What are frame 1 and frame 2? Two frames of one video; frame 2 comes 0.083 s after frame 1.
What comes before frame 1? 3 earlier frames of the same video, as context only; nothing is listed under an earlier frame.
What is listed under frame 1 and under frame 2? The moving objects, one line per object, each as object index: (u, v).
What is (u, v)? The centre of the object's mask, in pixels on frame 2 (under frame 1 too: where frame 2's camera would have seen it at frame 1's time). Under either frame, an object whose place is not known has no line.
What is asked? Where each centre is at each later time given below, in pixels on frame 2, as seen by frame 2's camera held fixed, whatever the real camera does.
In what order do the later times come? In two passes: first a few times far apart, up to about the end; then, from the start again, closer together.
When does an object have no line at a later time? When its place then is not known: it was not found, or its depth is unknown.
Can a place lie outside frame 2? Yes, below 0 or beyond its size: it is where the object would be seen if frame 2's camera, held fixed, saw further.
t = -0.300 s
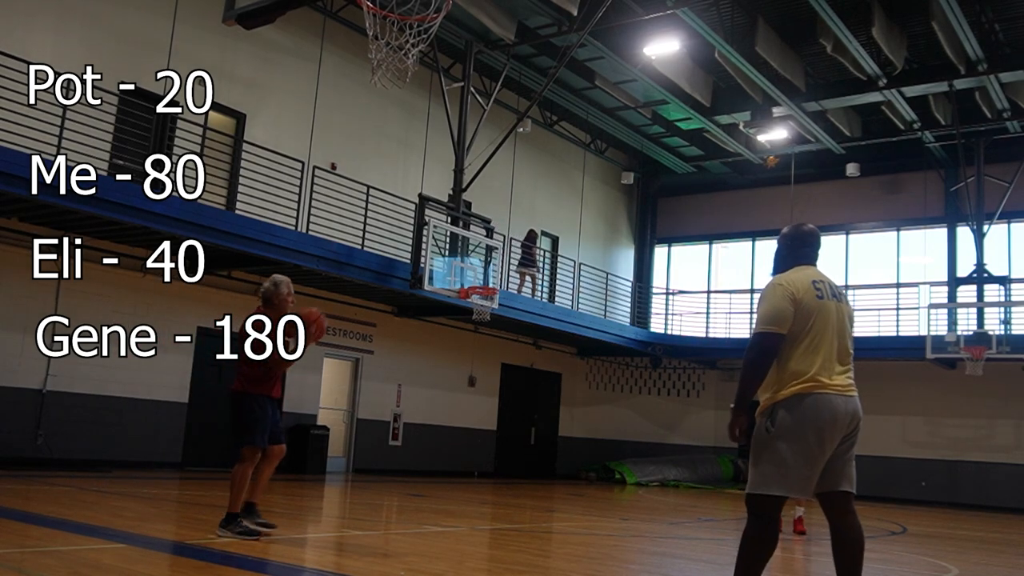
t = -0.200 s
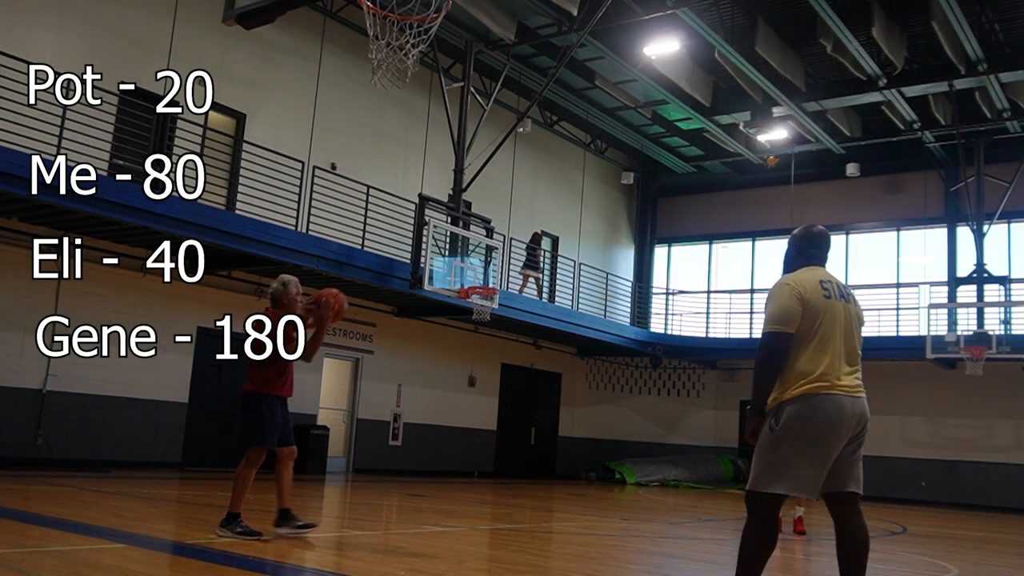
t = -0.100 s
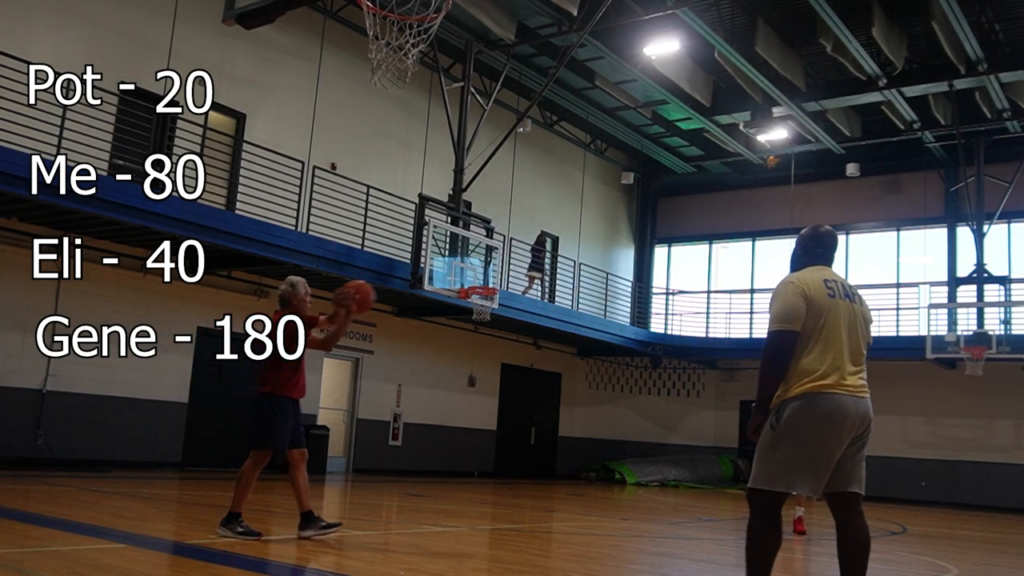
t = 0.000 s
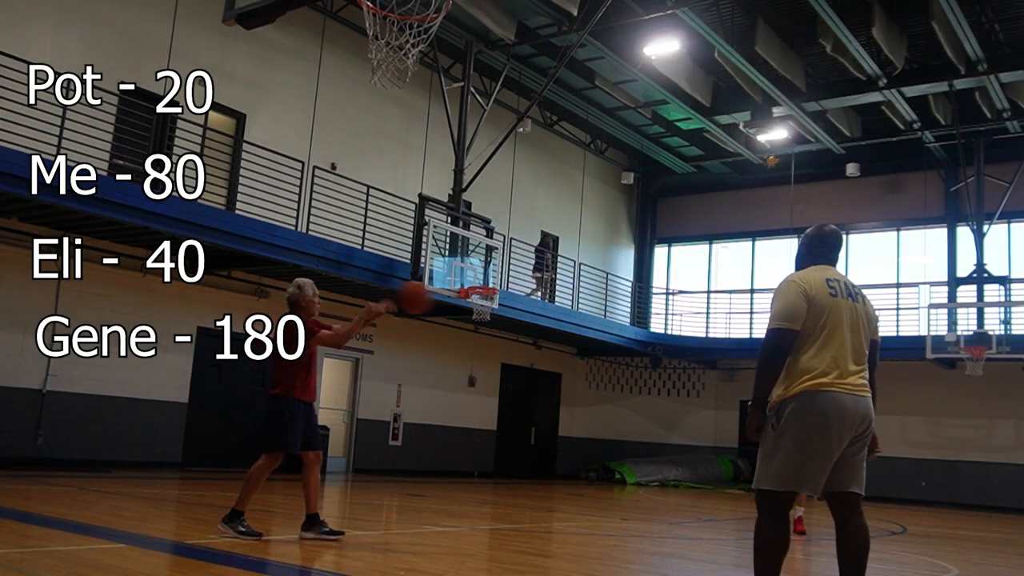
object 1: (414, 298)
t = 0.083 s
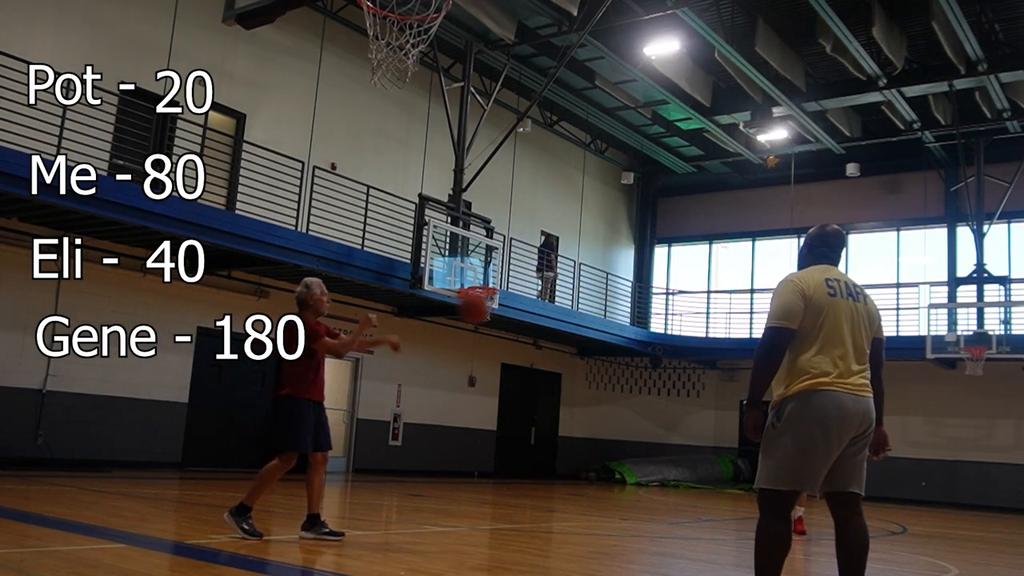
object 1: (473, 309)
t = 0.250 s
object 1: (577, 349)
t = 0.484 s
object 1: (695, 451)
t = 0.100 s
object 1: (485, 312)
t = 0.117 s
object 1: (497, 315)
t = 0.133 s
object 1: (507, 319)
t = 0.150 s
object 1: (518, 322)
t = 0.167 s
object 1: (528, 326)
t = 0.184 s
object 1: (539, 330)
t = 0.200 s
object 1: (548, 335)
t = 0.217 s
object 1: (558, 340)
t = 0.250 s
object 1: (577, 349)
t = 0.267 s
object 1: (586, 355)
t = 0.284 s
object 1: (596, 361)
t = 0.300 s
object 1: (604, 367)
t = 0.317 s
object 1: (614, 374)
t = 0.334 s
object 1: (623, 381)
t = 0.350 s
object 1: (631, 388)
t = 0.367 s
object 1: (639, 396)
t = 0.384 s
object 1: (647, 404)
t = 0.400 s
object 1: (655, 411)
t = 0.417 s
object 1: (664, 418)
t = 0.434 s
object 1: (671, 426)
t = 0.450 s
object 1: (680, 435)
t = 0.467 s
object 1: (688, 444)
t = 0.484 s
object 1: (695, 451)
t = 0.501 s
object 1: (703, 460)
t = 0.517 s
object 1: (710, 469)
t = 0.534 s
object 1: (717, 477)
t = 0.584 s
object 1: (739, 507)
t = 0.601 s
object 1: (744, 516)
